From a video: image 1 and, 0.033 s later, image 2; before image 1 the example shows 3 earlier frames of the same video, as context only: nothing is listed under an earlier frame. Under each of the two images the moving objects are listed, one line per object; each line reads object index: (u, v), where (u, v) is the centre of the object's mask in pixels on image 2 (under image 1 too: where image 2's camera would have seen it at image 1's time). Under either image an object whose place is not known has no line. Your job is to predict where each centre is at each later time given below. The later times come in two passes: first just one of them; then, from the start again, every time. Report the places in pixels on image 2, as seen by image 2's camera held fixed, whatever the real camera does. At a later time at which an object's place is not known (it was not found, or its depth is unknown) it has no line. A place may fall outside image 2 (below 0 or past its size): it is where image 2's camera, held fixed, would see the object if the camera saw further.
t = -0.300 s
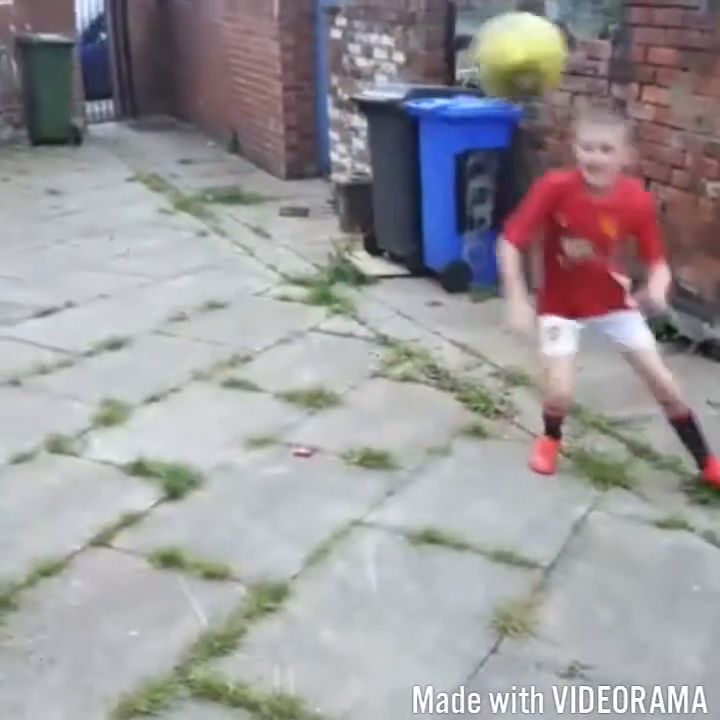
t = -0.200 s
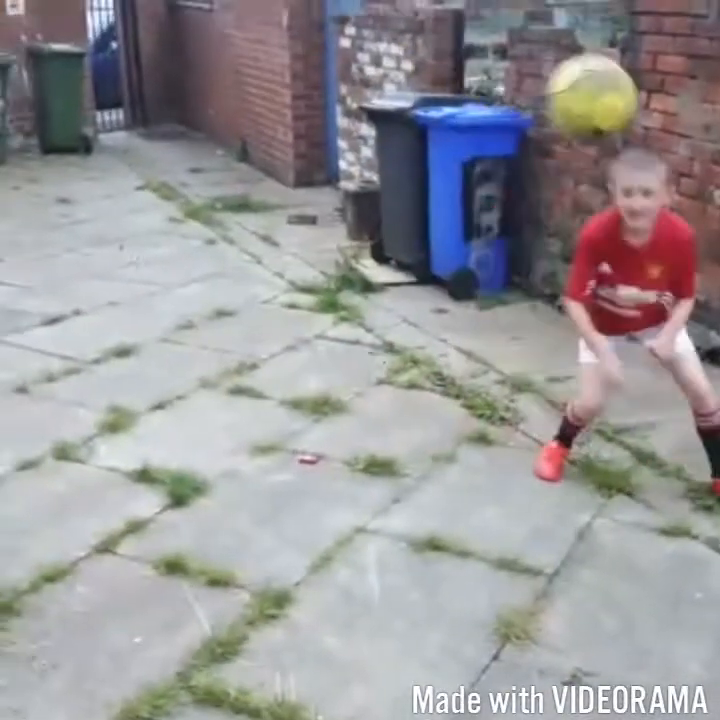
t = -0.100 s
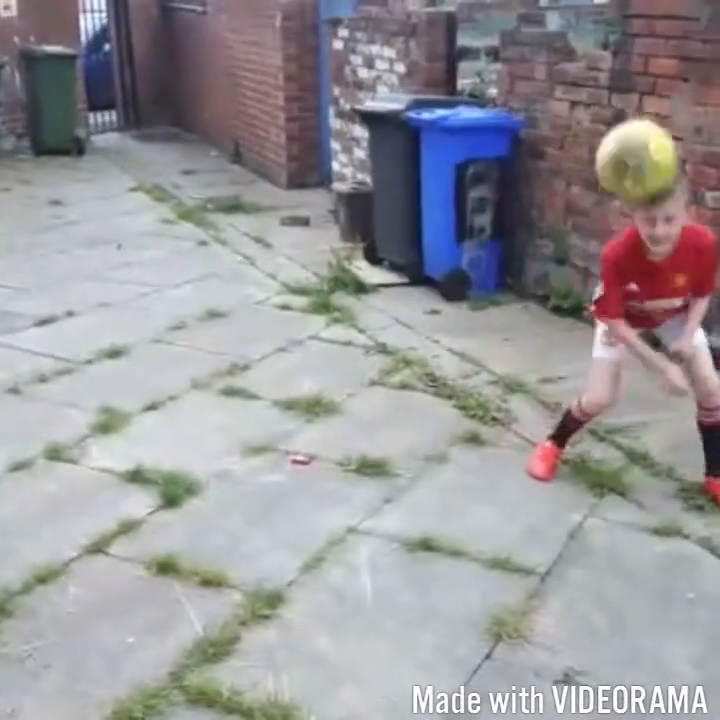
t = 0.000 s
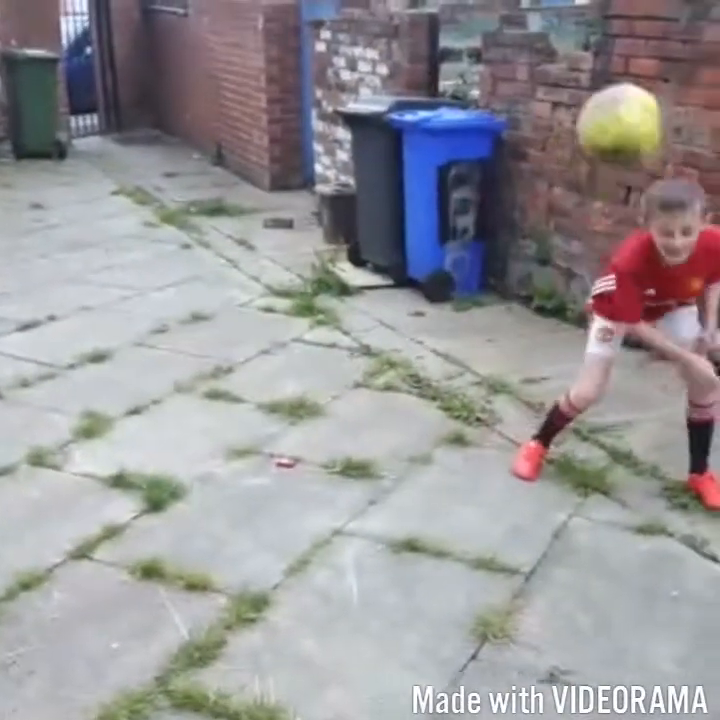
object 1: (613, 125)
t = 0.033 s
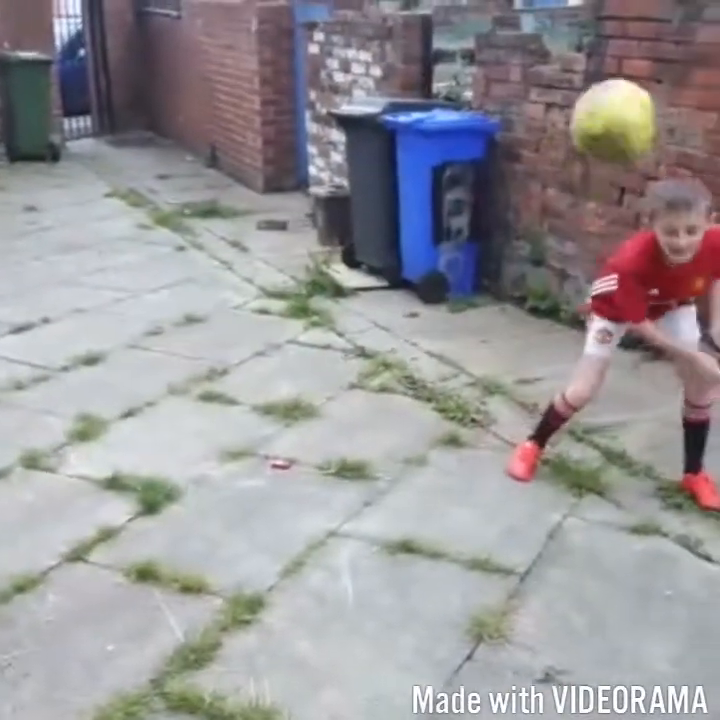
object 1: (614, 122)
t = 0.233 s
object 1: (605, 179)
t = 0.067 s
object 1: (613, 119)
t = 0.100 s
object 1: (612, 122)
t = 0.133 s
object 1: (610, 129)
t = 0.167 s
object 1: (609, 142)
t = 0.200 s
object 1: (608, 158)
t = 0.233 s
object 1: (605, 179)
